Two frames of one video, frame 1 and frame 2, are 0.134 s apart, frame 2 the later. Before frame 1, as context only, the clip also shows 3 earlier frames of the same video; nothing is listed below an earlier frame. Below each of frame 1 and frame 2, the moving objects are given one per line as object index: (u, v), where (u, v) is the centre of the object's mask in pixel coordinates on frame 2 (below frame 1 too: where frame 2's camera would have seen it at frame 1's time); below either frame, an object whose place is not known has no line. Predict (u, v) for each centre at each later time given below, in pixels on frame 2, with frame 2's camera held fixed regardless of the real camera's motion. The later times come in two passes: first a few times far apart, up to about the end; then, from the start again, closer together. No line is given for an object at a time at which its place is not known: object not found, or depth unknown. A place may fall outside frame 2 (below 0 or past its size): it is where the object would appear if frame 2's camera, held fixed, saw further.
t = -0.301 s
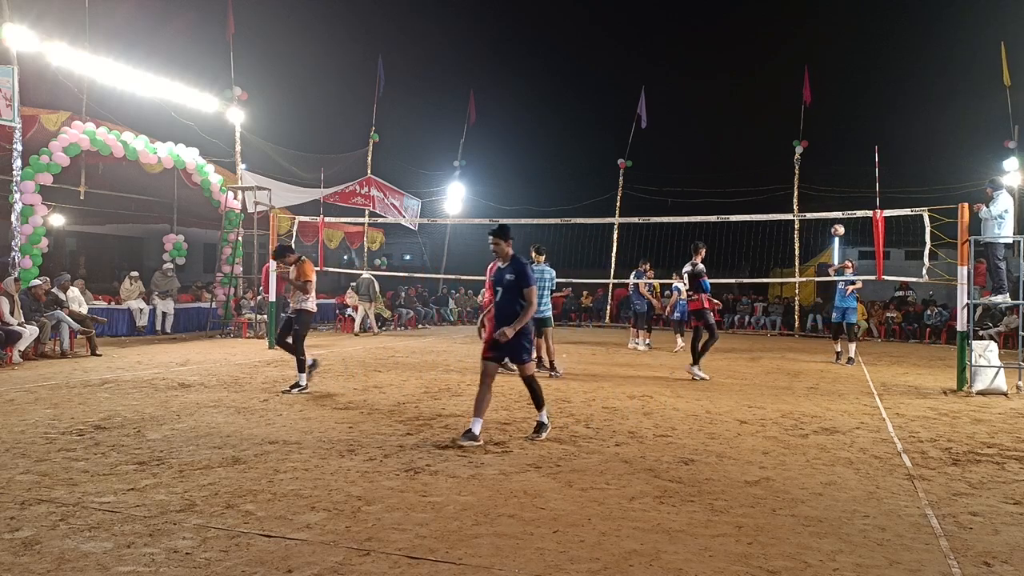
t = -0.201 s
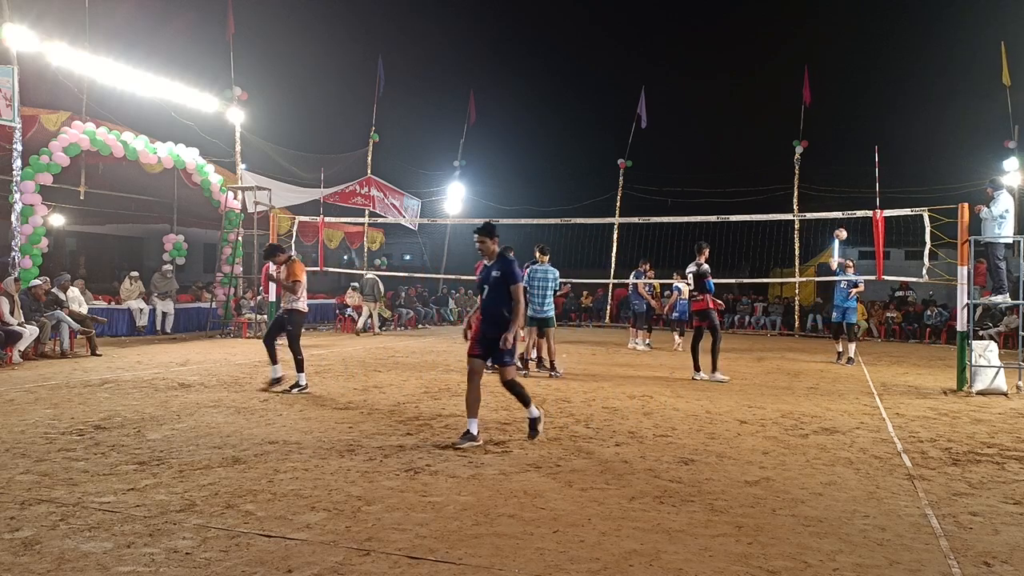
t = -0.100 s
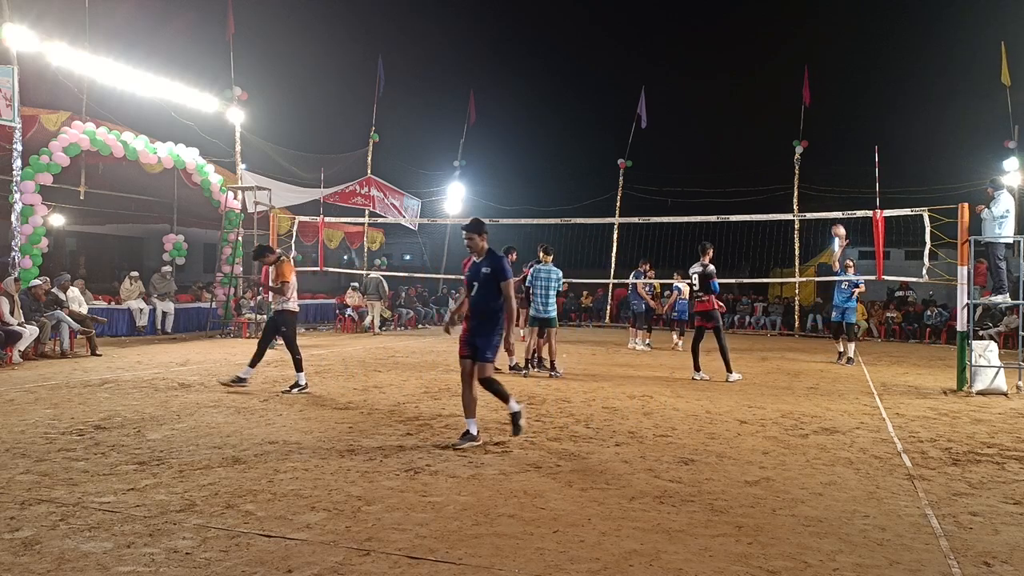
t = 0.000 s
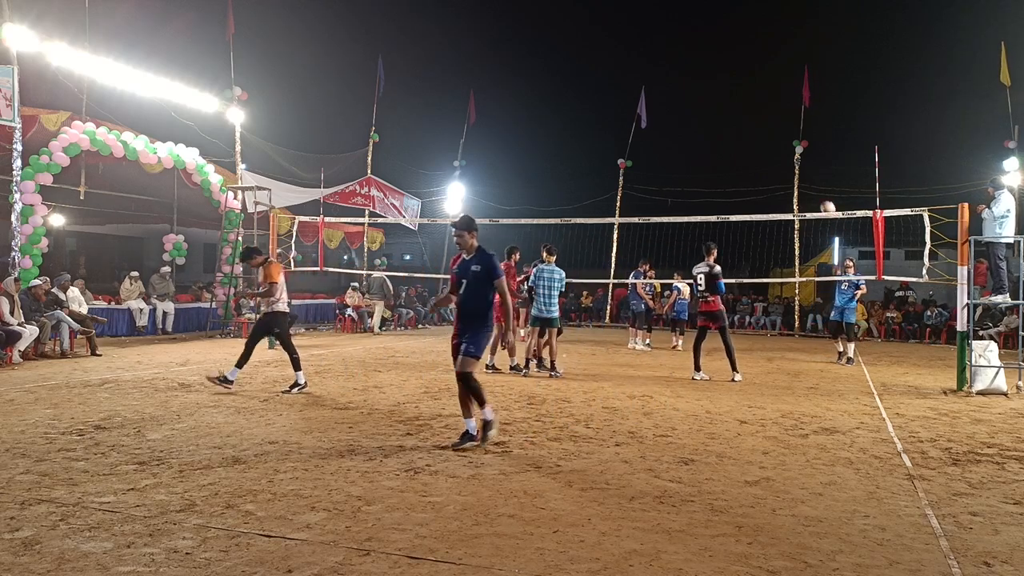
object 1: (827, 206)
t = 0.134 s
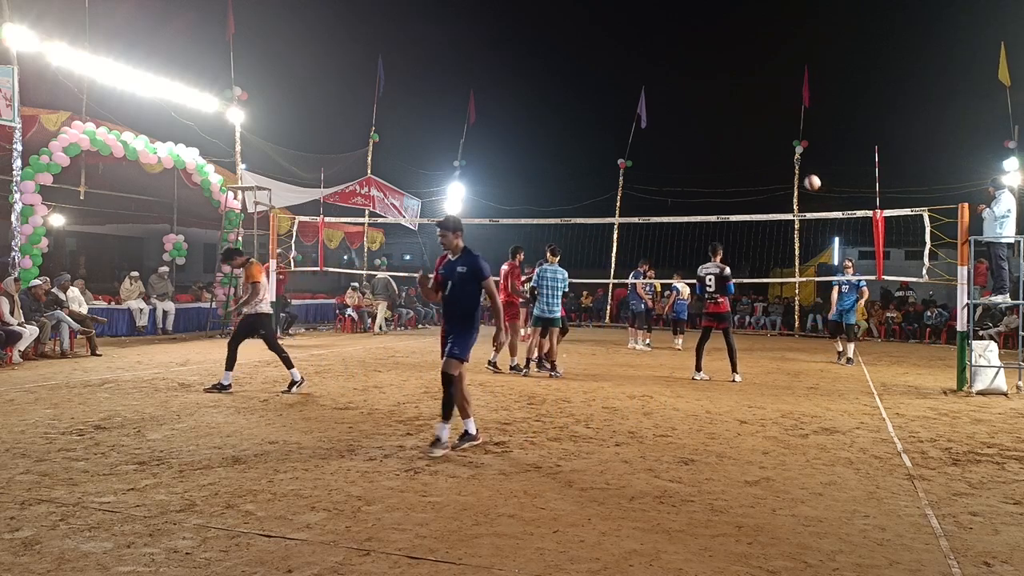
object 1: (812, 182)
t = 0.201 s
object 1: (804, 172)
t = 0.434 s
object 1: (762, 156)
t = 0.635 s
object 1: (714, 175)
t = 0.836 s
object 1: (649, 244)
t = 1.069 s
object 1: (533, 437)
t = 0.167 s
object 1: (808, 177)
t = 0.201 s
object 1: (804, 172)
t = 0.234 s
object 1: (799, 168)
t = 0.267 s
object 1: (793, 164)
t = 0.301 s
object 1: (788, 161)
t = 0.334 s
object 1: (782, 158)
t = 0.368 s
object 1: (775, 157)
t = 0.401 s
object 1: (769, 156)
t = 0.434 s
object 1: (762, 156)
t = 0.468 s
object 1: (755, 157)
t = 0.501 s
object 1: (748, 158)
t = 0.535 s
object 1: (740, 161)
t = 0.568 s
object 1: (732, 164)
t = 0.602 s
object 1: (723, 169)
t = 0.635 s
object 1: (714, 175)
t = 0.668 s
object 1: (704, 183)
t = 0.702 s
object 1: (694, 191)
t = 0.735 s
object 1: (684, 202)
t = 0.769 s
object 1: (674, 213)
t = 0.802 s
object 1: (661, 228)
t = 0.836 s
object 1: (649, 244)
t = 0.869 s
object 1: (636, 260)
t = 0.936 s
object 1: (602, 306)
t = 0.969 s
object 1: (590, 331)
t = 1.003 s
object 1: (572, 367)
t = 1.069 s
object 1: (533, 437)
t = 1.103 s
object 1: (515, 457)
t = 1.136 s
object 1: (503, 432)
